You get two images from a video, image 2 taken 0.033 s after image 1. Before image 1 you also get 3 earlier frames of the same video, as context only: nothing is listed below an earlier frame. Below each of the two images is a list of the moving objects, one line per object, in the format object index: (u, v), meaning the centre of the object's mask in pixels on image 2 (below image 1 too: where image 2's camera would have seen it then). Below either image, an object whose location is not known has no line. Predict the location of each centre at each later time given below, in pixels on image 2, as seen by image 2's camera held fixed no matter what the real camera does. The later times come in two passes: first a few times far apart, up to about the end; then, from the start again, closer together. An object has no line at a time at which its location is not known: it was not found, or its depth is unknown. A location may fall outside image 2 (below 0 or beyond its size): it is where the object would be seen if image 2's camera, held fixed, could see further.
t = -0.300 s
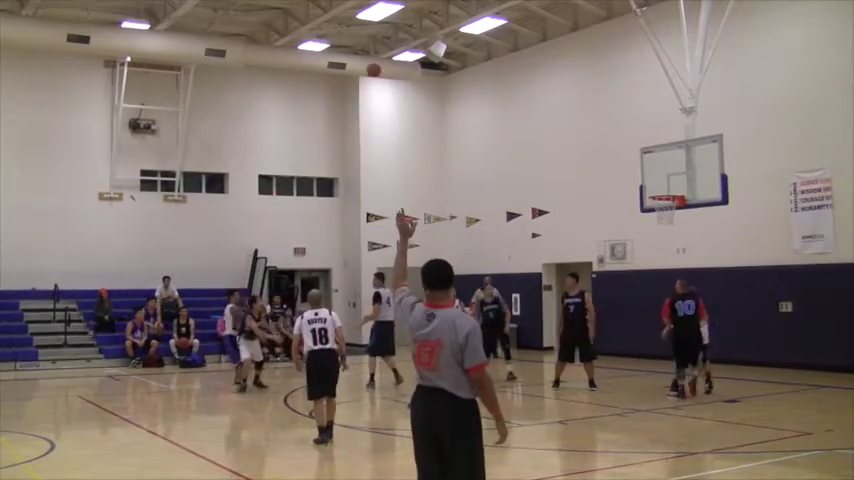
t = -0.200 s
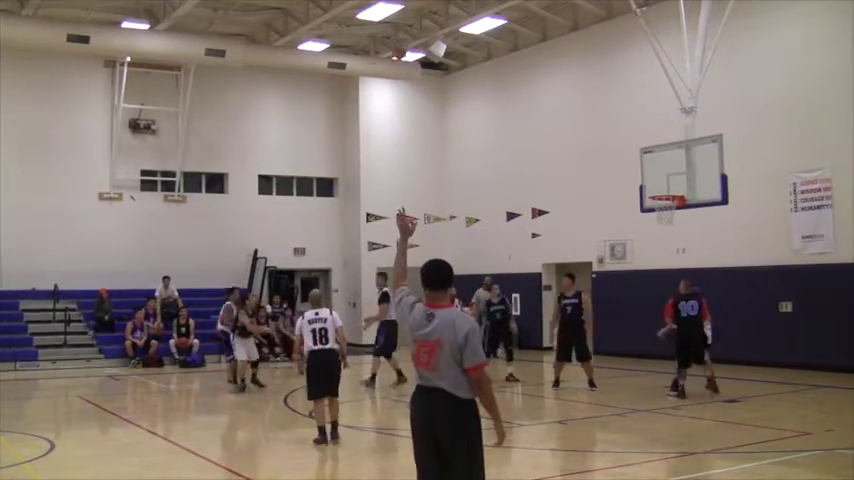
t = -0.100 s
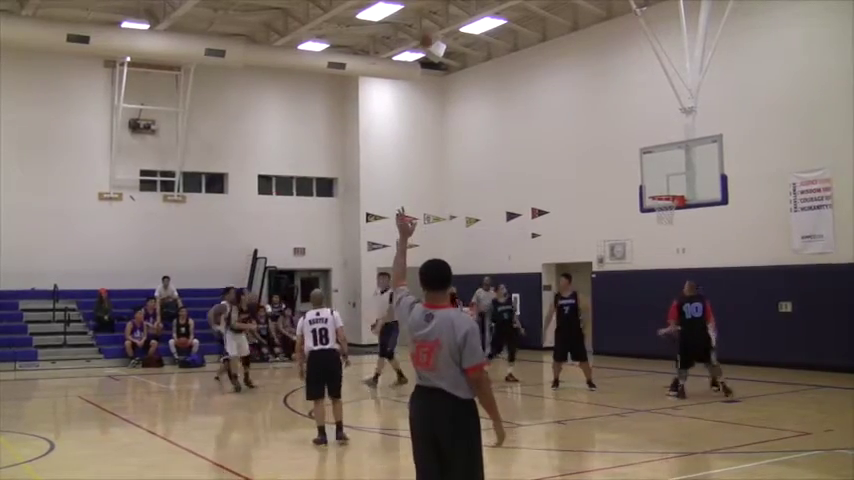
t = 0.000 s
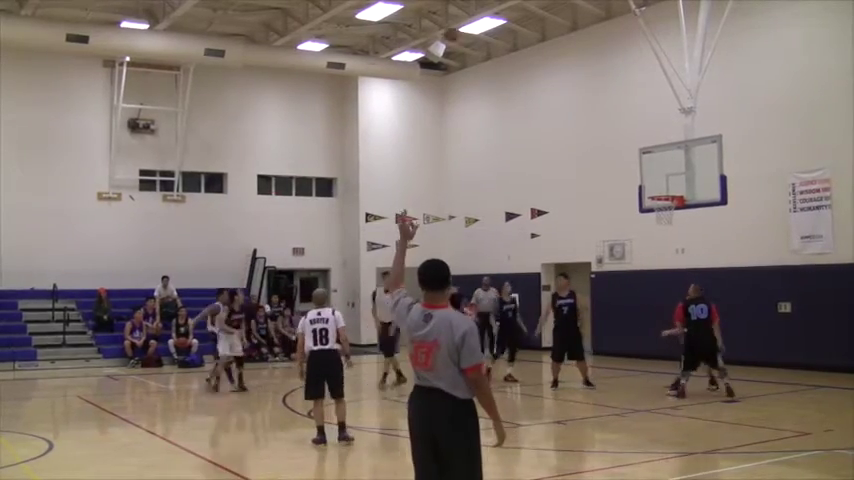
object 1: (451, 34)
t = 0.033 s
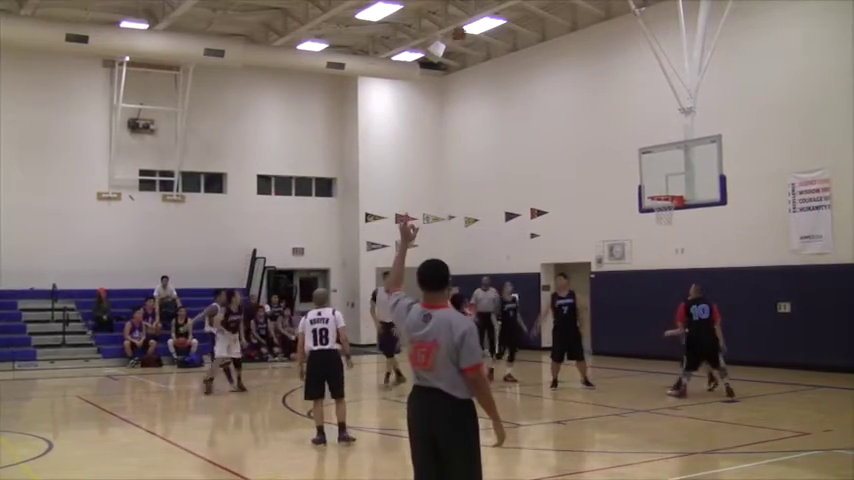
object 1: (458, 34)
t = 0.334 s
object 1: (537, 56)
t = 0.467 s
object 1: (572, 83)
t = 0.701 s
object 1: (634, 157)
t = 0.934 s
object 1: (677, 176)
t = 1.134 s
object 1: (671, 172)
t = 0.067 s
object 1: (467, 34)
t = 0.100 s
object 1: (476, 34)
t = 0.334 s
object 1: (537, 56)
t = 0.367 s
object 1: (545, 62)
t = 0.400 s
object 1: (555, 69)
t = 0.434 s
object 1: (563, 75)
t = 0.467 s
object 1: (572, 83)
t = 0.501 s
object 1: (581, 92)
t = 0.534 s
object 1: (590, 101)
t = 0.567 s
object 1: (599, 111)
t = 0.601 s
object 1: (608, 121)
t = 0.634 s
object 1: (616, 133)
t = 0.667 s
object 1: (625, 145)
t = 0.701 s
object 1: (634, 157)
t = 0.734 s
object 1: (642, 170)
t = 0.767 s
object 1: (652, 184)
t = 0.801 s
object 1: (657, 188)
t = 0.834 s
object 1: (662, 184)
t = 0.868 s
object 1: (667, 181)
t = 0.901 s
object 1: (672, 178)
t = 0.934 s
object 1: (677, 176)
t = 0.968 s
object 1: (682, 175)
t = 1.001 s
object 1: (681, 173)
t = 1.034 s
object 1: (678, 171)
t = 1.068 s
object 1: (676, 171)
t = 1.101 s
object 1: (673, 171)
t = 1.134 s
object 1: (671, 172)
